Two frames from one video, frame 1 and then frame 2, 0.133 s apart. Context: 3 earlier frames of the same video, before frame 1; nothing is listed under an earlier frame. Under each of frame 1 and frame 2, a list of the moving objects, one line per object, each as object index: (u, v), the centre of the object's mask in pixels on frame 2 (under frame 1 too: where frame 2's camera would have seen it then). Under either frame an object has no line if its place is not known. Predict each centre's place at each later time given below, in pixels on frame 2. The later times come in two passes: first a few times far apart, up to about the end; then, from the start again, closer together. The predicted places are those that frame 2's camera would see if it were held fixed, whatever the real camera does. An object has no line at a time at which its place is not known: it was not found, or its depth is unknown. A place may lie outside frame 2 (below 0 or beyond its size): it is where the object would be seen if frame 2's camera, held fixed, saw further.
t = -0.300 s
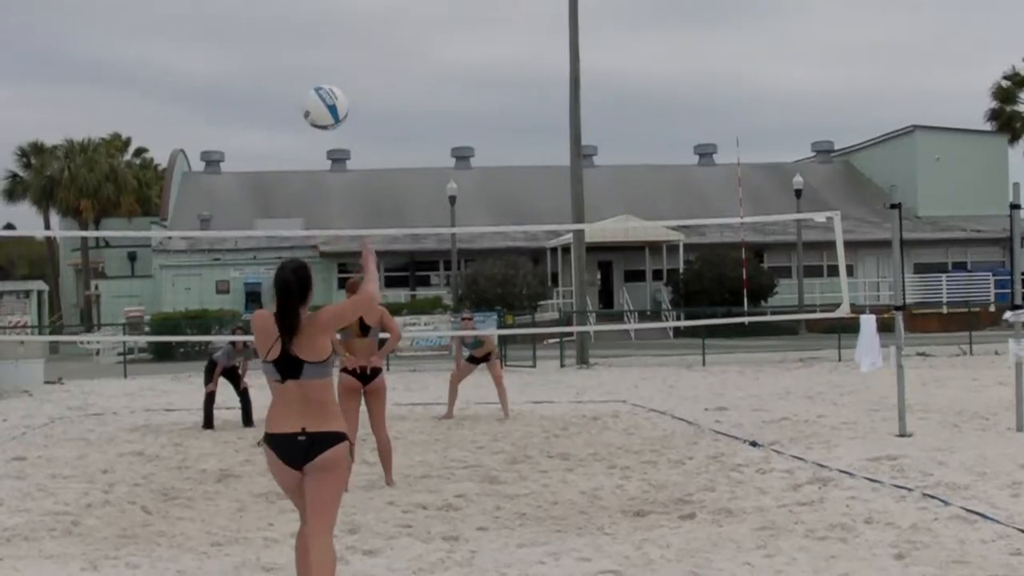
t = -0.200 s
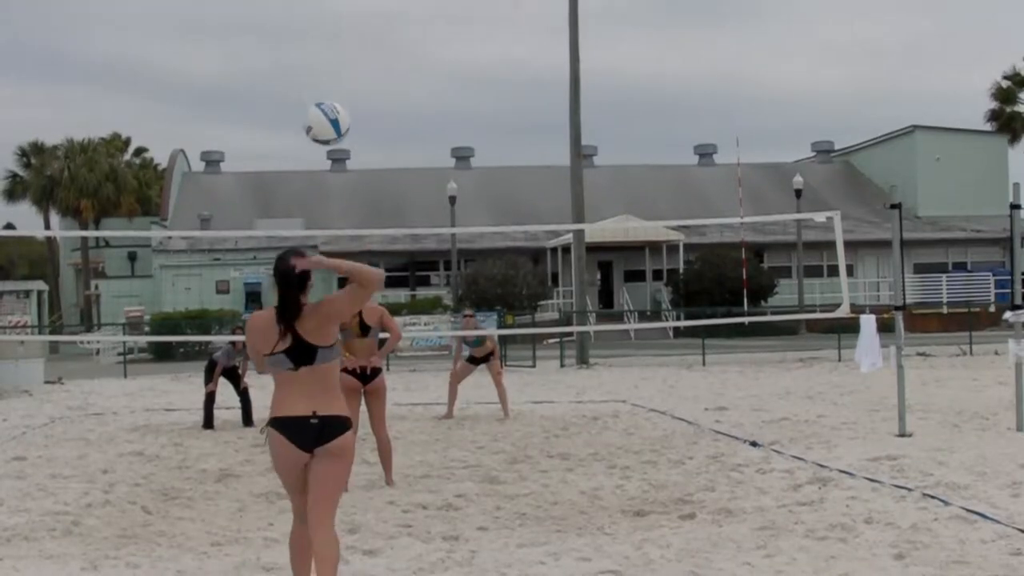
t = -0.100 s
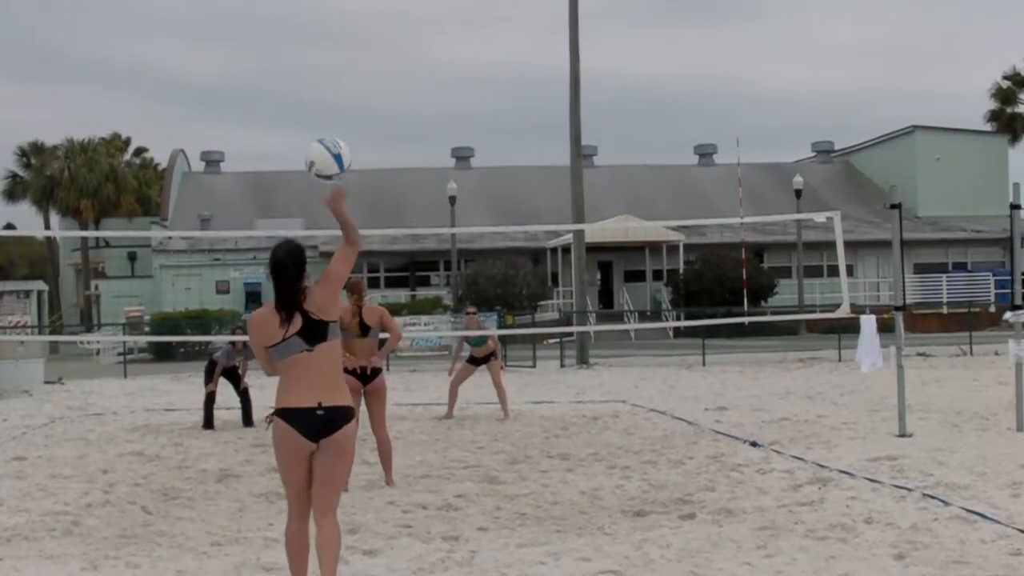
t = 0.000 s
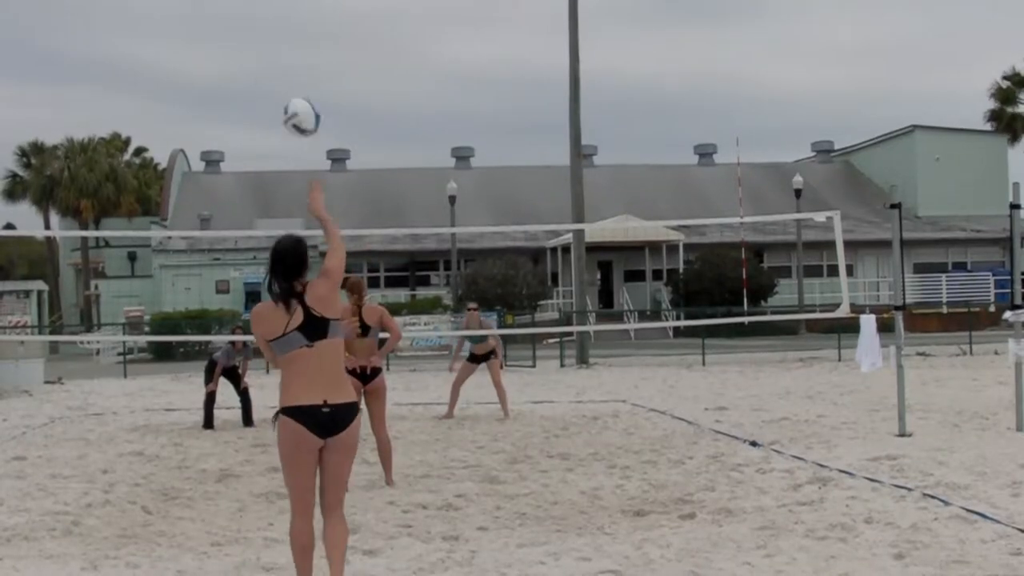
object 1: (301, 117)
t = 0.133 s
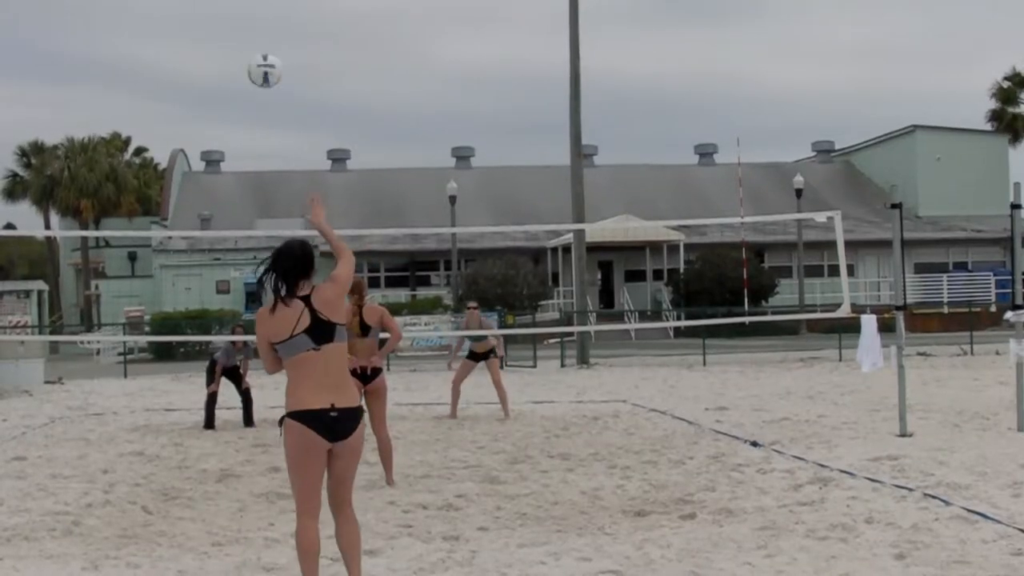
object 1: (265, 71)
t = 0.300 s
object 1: (224, 63)
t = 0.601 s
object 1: (166, 123)
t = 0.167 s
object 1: (255, 65)
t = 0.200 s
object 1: (247, 62)
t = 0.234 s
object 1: (240, 61)
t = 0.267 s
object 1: (232, 61)
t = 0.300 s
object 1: (224, 63)
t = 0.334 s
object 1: (217, 66)
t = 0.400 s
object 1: (203, 78)
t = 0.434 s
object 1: (196, 82)
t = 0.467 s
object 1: (190, 89)
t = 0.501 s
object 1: (185, 96)
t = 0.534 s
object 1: (179, 104)
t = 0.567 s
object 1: (173, 113)
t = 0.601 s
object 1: (166, 123)
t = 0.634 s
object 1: (161, 132)
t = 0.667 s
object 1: (156, 142)
